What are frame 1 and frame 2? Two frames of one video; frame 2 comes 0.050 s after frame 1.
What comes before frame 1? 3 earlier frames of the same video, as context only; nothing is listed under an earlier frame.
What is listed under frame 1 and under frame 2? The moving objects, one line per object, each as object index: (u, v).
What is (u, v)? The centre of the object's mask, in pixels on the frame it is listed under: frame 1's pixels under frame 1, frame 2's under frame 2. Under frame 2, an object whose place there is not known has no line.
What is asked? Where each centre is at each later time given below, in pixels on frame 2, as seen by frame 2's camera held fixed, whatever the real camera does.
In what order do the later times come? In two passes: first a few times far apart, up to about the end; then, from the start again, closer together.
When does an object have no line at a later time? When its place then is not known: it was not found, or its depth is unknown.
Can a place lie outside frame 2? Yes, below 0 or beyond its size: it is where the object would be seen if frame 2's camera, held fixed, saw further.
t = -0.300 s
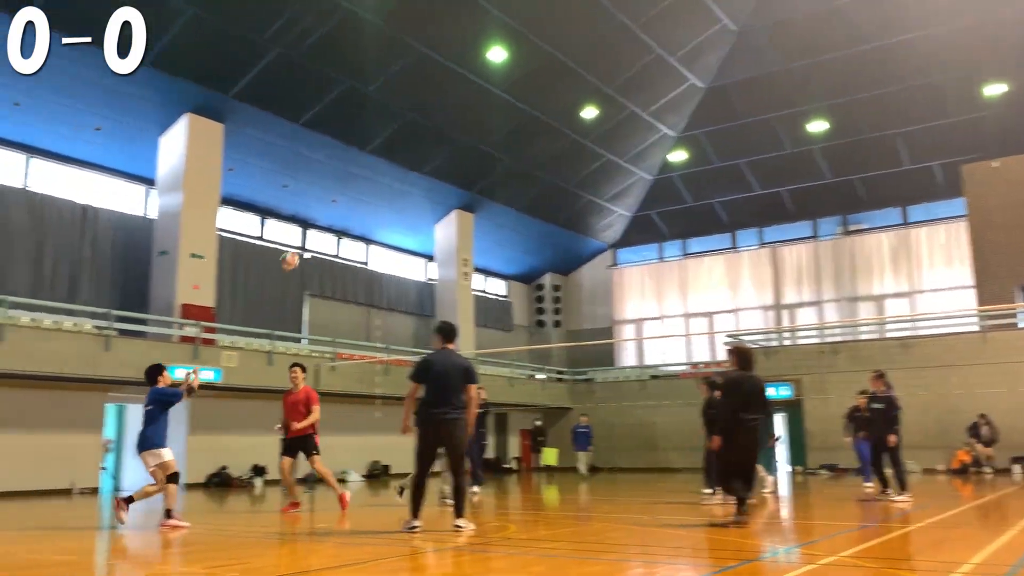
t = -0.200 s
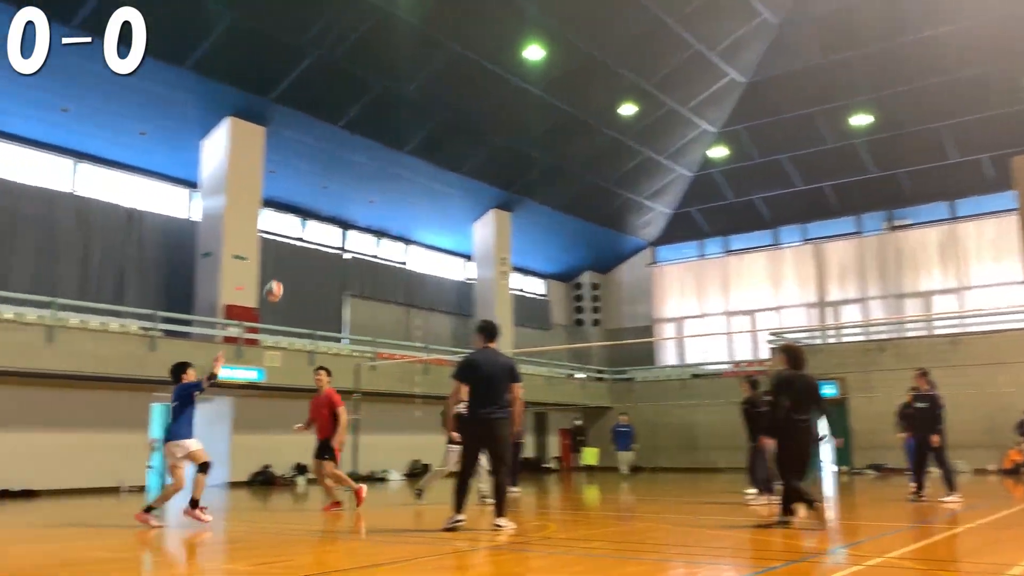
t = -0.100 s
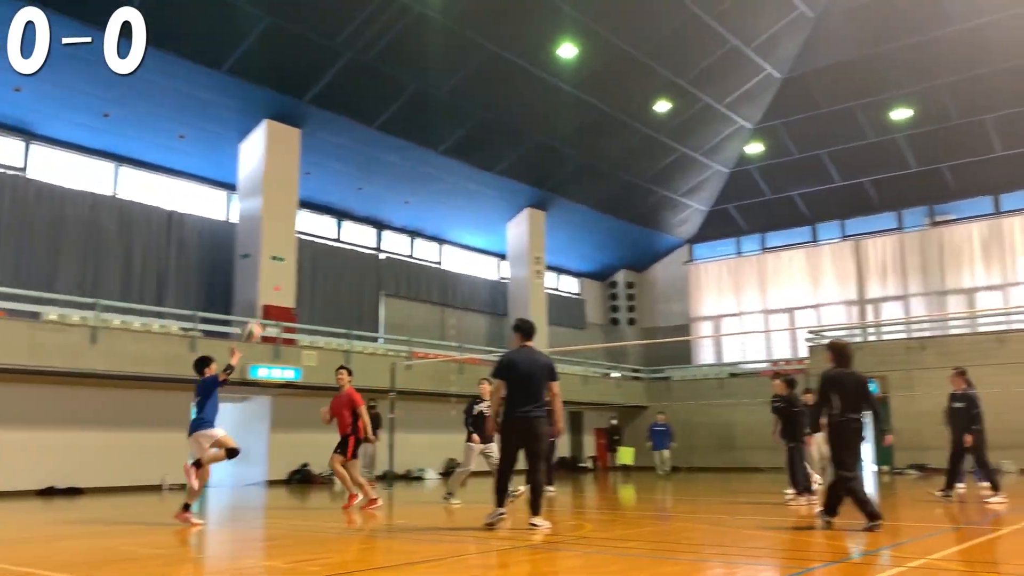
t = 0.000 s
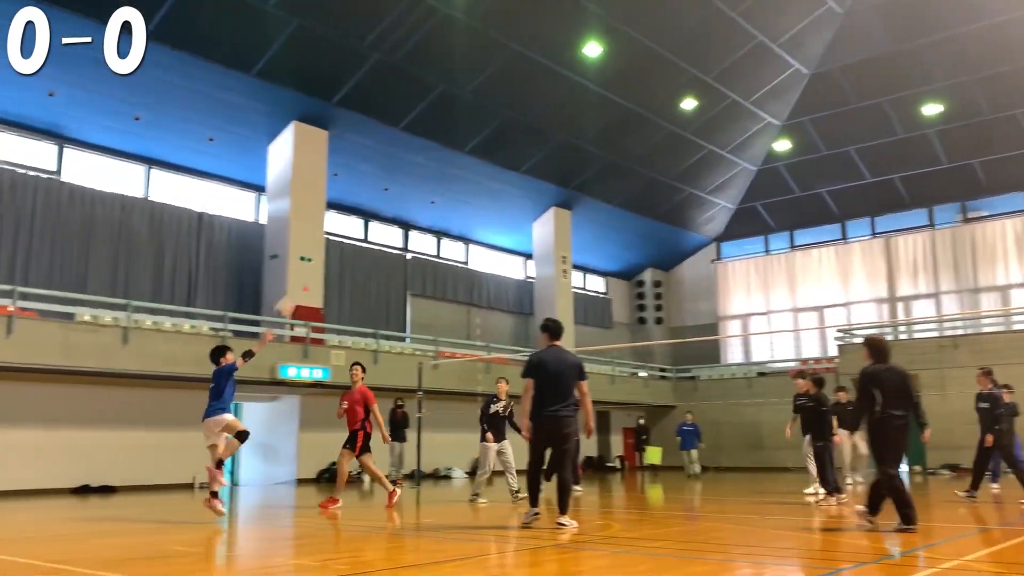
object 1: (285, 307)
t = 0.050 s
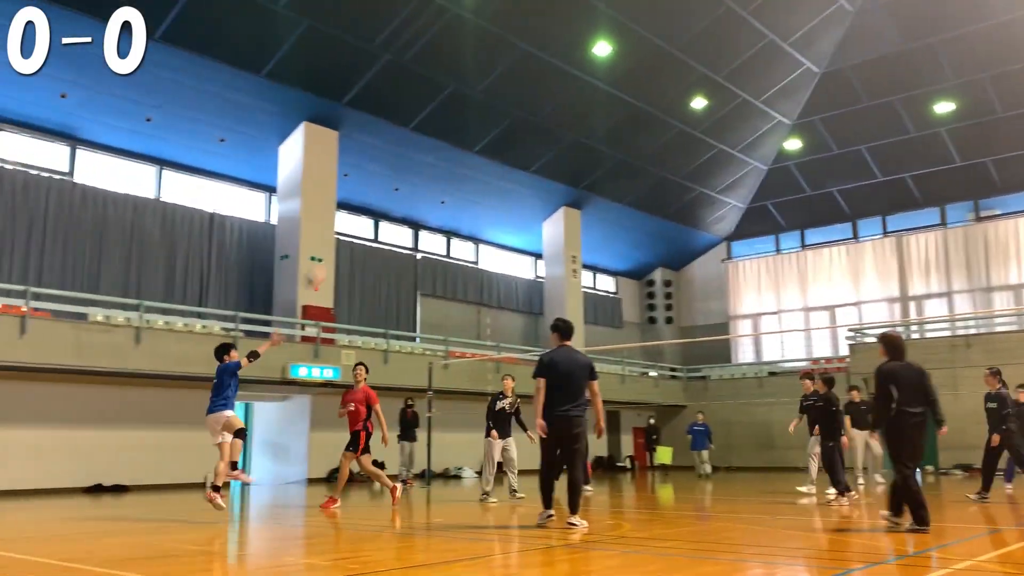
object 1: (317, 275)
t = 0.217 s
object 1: (379, 195)
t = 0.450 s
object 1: (455, 132)
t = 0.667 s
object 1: (518, 115)
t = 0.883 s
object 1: (576, 133)
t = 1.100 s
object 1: (629, 185)
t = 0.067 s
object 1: (323, 267)
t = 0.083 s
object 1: (330, 258)
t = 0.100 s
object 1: (337, 249)
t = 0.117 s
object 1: (342, 242)
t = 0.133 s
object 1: (348, 234)
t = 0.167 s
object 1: (362, 215)
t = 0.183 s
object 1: (368, 208)
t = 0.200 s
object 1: (373, 202)
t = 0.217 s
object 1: (379, 195)
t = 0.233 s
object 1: (385, 189)
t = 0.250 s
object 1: (391, 183)
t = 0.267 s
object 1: (396, 177)
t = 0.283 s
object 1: (402, 172)
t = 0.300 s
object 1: (408, 166)
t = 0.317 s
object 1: (413, 162)
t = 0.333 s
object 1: (419, 157)
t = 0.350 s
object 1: (424, 153)
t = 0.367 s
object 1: (429, 148)
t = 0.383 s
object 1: (434, 145)
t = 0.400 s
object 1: (439, 141)
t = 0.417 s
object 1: (445, 138)
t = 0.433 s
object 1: (449, 135)
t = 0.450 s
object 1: (455, 132)
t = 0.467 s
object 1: (460, 129)
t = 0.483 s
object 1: (465, 127)
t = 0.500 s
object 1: (470, 125)
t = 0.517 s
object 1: (475, 123)
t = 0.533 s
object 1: (479, 121)
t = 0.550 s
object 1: (484, 119)
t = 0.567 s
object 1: (489, 118)
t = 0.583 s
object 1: (494, 117)
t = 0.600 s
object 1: (499, 116)
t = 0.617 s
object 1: (504, 116)
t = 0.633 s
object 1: (508, 115)
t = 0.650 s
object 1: (513, 115)
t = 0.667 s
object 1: (518, 115)
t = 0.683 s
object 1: (523, 115)
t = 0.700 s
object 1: (527, 116)
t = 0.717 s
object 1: (532, 116)
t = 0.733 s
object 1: (536, 117)
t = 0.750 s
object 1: (541, 118)
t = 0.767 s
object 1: (545, 119)
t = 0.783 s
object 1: (550, 121)
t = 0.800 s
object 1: (554, 122)
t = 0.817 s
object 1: (559, 124)
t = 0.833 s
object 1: (563, 126)
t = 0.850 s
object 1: (568, 128)
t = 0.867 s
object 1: (572, 131)
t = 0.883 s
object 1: (576, 133)
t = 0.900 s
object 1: (581, 136)
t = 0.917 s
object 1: (585, 139)
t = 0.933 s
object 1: (589, 142)
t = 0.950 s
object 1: (593, 146)
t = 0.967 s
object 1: (598, 149)
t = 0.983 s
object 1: (602, 153)
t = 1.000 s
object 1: (606, 157)
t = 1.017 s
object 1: (609, 161)
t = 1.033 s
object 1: (614, 165)
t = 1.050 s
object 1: (618, 170)
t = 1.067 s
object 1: (622, 175)
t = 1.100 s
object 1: (629, 185)
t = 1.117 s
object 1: (633, 190)
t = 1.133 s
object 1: (637, 195)
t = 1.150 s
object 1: (642, 201)
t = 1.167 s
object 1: (645, 206)
